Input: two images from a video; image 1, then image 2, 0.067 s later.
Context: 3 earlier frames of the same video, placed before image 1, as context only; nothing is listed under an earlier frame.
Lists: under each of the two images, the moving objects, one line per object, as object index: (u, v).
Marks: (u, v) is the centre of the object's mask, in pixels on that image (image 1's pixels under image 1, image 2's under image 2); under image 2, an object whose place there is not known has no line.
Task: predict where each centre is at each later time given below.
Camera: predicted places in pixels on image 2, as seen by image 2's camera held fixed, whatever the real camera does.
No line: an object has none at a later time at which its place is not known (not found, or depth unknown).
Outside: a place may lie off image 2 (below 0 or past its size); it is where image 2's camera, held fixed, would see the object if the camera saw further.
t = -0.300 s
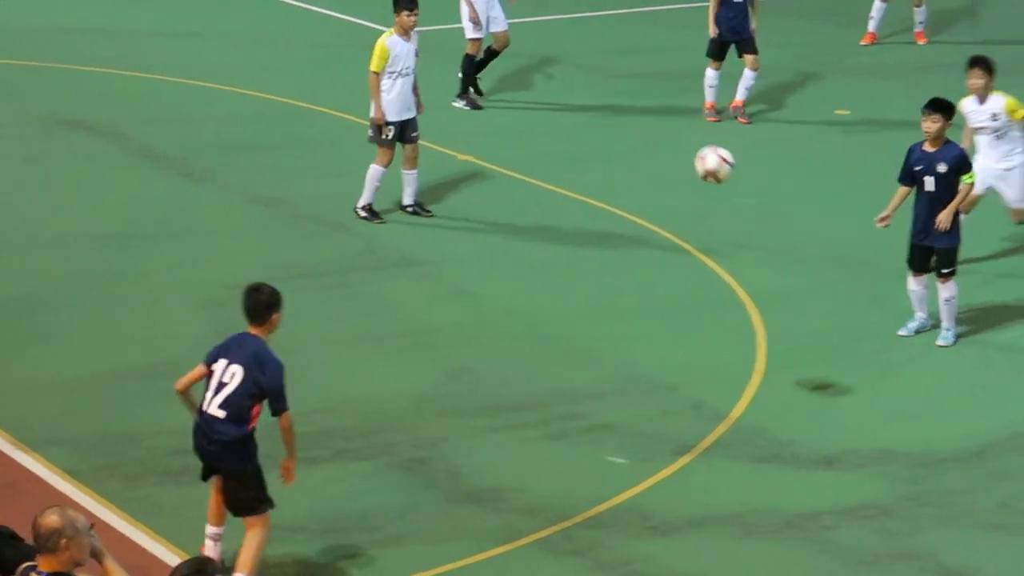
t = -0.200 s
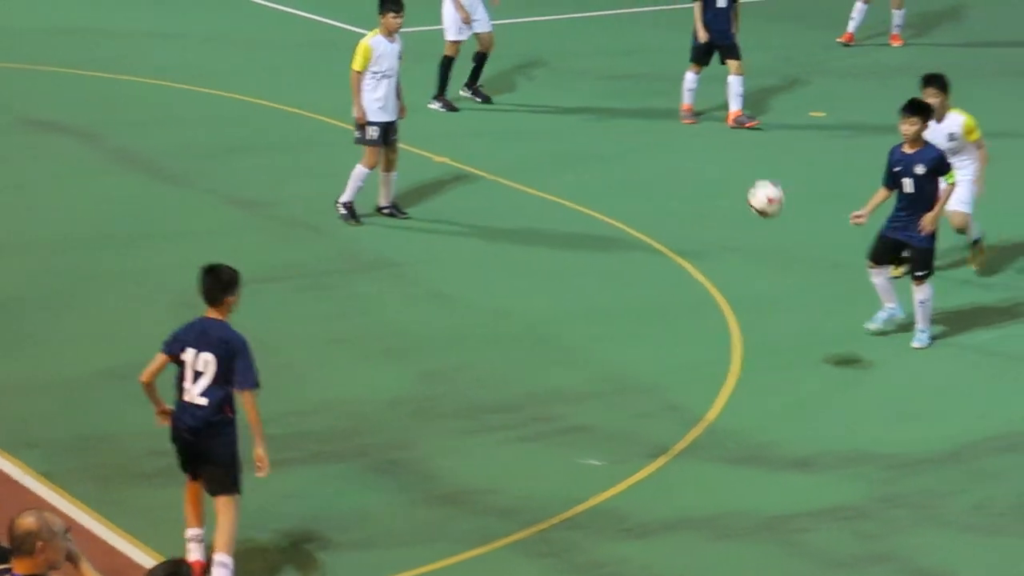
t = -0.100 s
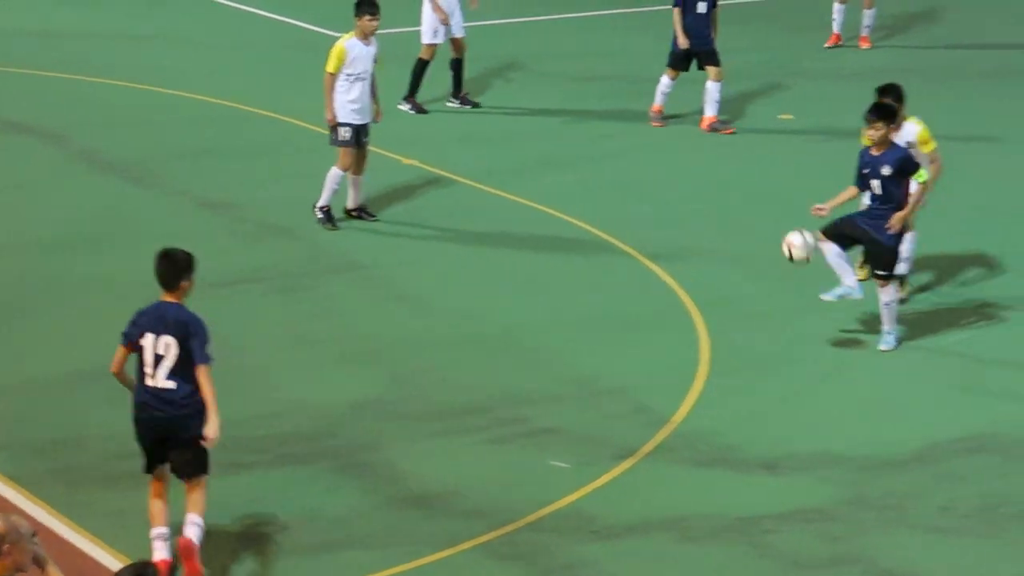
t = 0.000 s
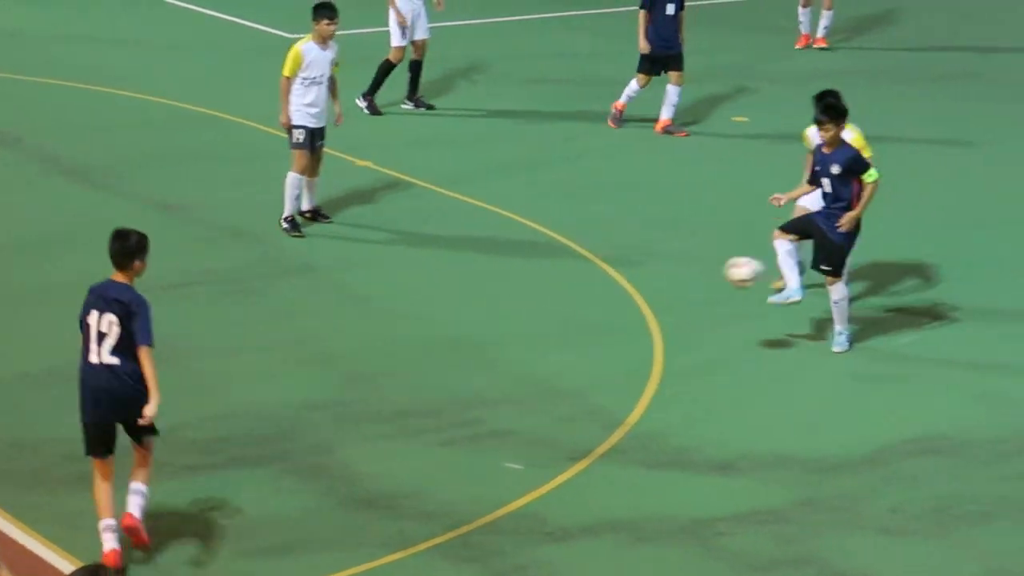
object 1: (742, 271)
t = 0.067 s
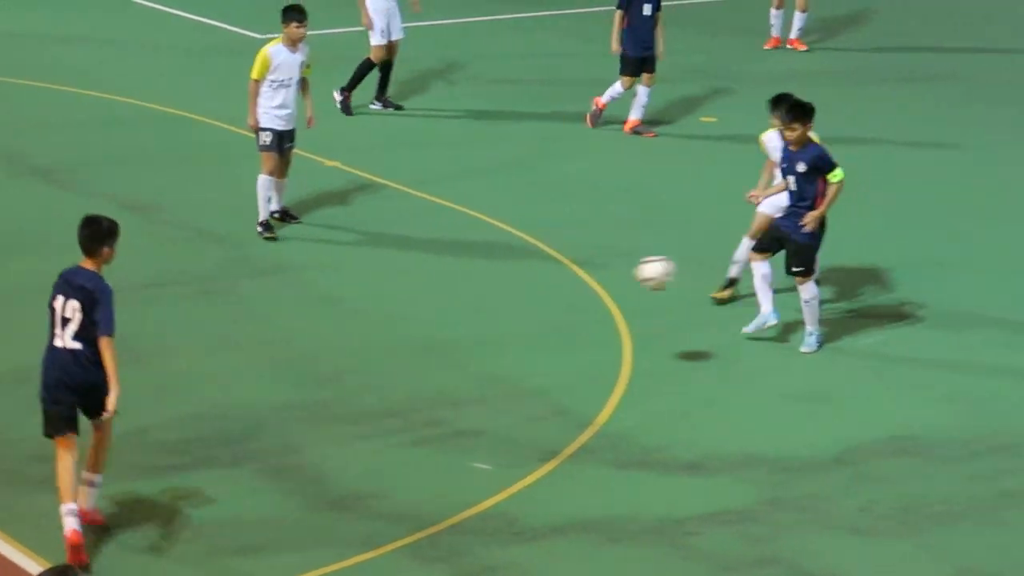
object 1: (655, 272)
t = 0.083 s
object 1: (640, 273)
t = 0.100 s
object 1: (624, 274)
